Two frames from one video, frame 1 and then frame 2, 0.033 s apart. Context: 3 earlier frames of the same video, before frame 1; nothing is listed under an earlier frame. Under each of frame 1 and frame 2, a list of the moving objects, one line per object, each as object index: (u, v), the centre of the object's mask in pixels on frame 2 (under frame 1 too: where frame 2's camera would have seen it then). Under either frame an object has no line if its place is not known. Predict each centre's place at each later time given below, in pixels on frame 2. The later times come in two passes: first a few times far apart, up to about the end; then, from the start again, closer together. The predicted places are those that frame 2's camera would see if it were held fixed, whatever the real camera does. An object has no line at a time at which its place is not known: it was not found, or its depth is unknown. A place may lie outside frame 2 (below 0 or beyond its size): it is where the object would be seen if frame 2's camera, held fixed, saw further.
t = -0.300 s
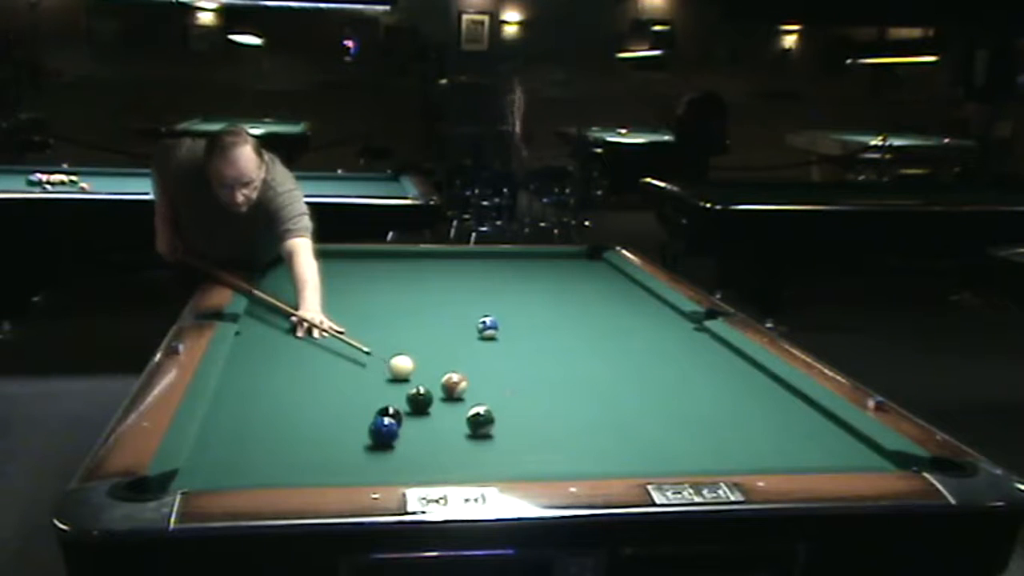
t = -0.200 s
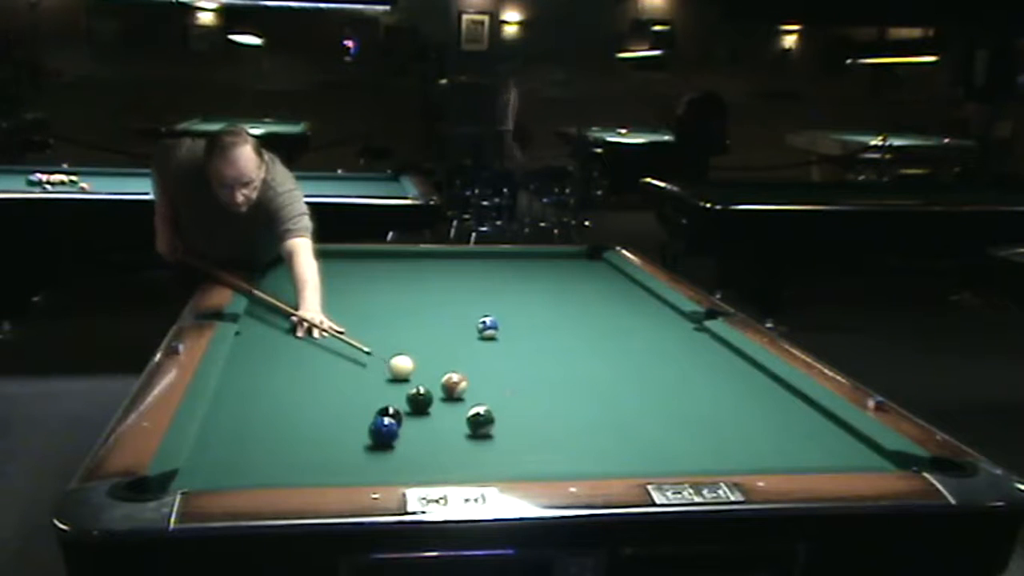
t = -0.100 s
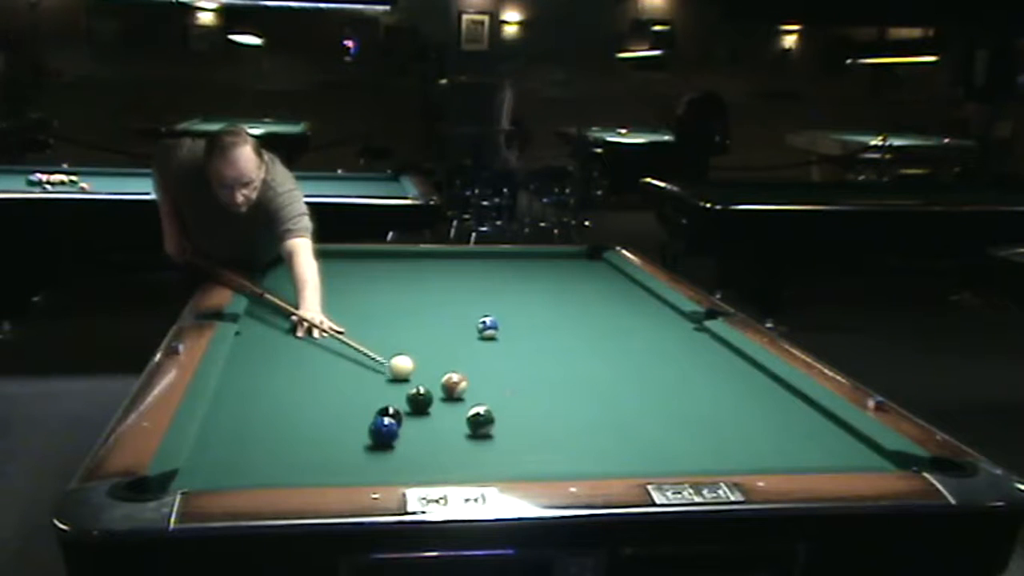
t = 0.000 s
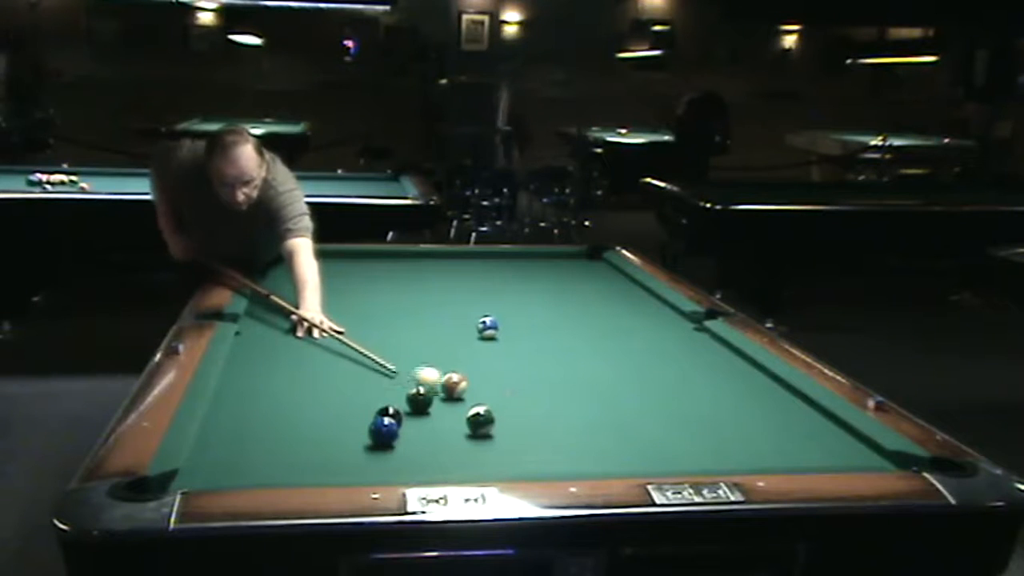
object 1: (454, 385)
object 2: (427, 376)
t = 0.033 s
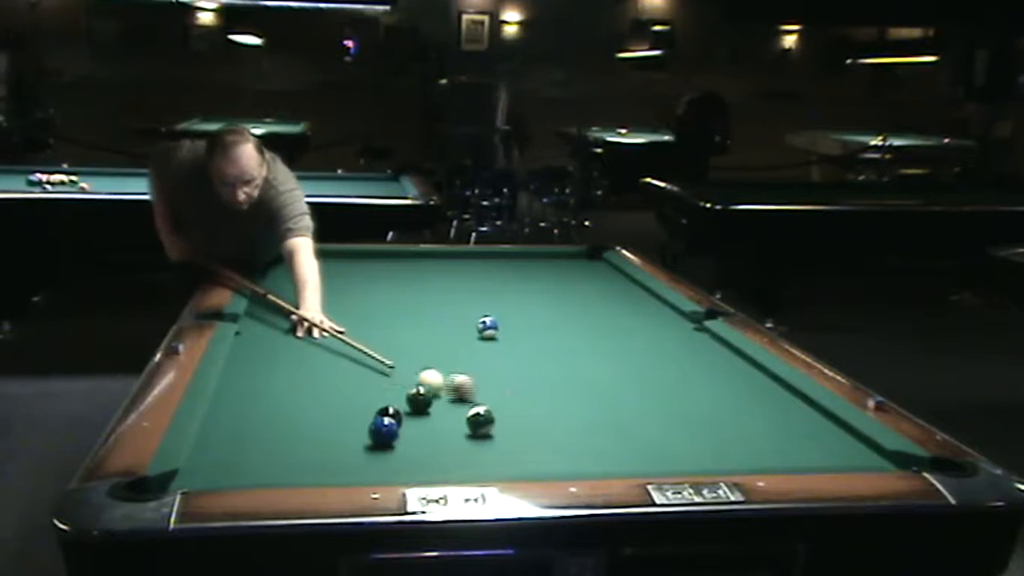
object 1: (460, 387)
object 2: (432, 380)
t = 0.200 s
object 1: (528, 399)
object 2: (407, 383)
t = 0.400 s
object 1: (603, 415)
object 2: (382, 387)
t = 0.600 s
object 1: (683, 431)
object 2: (356, 390)
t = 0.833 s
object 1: (782, 450)
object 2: (328, 392)
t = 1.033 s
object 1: (858, 457)
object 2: (306, 394)
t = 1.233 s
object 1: (867, 452)
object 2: (284, 396)
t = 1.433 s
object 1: (840, 454)
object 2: (264, 398)
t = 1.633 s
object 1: (813, 455)
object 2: (244, 400)
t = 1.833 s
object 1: (791, 454)
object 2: (226, 402)
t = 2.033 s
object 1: (766, 456)
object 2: (229, 403)
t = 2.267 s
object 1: (743, 456)
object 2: (237, 404)
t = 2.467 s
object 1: (722, 457)
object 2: (243, 404)
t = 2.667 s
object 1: (705, 457)
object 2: (246, 404)
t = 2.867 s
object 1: (688, 457)
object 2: (248, 404)
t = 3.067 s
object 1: (671, 458)
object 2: (248, 404)
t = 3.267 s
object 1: (658, 458)
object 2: (247, 405)
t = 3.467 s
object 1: (646, 458)
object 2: (247, 404)
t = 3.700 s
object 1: (634, 459)
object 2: (247, 405)
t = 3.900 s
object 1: (625, 460)
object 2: (247, 405)
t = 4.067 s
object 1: (619, 460)
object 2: (247, 405)
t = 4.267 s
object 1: (614, 461)
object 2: (247, 404)
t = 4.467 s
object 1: (611, 461)
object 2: (247, 405)
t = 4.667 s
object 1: (609, 461)
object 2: (247, 405)
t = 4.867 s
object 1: (609, 461)
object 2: (247, 404)
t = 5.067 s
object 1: (609, 461)
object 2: (247, 404)
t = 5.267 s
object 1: (609, 461)
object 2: (247, 405)
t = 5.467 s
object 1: (609, 461)
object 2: (247, 405)
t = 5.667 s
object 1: (609, 461)
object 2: (247, 405)
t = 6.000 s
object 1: (609, 461)
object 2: (247, 404)
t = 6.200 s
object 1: (609, 461)
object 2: (247, 404)
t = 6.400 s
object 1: (609, 462)
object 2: (247, 404)
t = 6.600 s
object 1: (609, 461)
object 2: (247, 404)
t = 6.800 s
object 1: (609, 461)
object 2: (247, 404)
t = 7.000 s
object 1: (609, 461)
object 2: (247, 404)
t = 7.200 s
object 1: (609, 461)
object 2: (247, 404)
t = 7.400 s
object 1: (609, 462)
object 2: (247, 404)
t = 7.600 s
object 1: (609, 462)
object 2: (247, 404)
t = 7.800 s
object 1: (609, 461)
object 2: (247, 404)
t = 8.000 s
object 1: (609, 462)
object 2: (247, 404)
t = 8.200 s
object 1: (609, 461)
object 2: (247, 404)
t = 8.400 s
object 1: (609, 461)
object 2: (247, 404)
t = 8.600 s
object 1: (609, 461)
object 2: (247, 404)
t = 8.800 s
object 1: (609, 461)
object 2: (247, 404)
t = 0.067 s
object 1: (474, 390)
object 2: (428, 380)
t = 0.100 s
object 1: (491, 392)
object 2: (423, 379)
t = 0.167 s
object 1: (516, 397)
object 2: (411, 381)
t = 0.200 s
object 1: (528, 399)
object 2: (407, 383)
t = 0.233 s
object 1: (540, 401)
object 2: (402, 385)
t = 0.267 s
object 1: (552, 404)
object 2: (399, 385)
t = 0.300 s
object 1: (565, 406)
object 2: (395, 386)
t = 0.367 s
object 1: (590, 413)
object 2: (386, 387)
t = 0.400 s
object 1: (603, 415)
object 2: (382, 387)
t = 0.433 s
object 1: (617, 417)
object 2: (378, 388)
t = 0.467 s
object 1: (629, 421)
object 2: (373, 388)
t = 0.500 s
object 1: (642, 423)
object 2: (369, 389)
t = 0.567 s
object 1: (669, 429)
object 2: (361, 390)
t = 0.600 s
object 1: (683, 431)
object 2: (356, 390)
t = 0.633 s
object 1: (698, 434)
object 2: (352, 390)
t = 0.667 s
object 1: (711, 437)
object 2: (348, 391)
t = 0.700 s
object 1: (725, 440)
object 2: (344, 391)
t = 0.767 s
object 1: (753, 446)
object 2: (336, 392)
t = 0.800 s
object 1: (767, 448)
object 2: (332, 392)
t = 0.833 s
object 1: (782, 450)
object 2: (328, 392)
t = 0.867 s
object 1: (797, 452)
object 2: (325, 393)
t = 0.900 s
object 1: (810, 454)
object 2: (321, 393)
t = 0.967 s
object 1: (844, 457)
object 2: (313, 394)
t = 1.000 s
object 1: (852, 459)
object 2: (310, 394)
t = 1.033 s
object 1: (858, 457)
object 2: (306, 394)
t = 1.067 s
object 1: (866, 456)
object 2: (302, 395)
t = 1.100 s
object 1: (872, 453)
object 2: (298, 395)
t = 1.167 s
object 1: (878, 452)
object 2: (291, 396)
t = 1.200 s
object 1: (872, 452)
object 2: (288, 396)
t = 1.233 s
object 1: (867, 452)
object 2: (284, 396)
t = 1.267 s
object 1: (862, 452)
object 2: (281, 397)
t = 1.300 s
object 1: (857, 453)
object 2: (277, 397)
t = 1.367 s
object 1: (847, 453)
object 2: (270, 398)
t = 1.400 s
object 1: (843, 454)
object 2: (267, 398)
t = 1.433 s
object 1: (840, 454)
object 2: (264, 398)
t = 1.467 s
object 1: (836, 454)
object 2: (260, 399)
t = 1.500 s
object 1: (832, 453)
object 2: (257, 399)
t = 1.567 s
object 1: (823, 454)
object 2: (251, 400)
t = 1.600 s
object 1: (817, 455)
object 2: (248, 400)
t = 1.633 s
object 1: (813, 455)
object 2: (244, 400)
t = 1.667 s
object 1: (809, 455)
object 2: (241, 401)
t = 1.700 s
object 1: (806, 455)
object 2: (238, 401)
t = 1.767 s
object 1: (799, 454)
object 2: (232, 402)
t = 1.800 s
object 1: (795, 455)
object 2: (229, 402)
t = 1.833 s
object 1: (791, 454)
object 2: (226, 402)
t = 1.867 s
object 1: (787, 454)
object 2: (223, 402)
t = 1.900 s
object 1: (783, 454)
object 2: (222, 403)
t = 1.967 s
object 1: (774, 455)
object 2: (225, 403)
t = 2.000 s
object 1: (770, 455)
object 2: (227, 403)
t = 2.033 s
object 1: (766, 456)
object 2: (229, 403)
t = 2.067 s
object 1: (762, 456)
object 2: (230, 403)
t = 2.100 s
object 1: (758, 456)
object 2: (232, 403)
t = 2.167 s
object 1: (753, 456)
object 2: (234, 403)
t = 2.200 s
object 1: (749, 456)
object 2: (235, 403)
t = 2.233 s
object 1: (747, 456)
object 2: (236, 404)
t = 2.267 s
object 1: (743, 456)
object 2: (237, 404)
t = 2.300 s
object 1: (739, 456)
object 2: (238, 403)
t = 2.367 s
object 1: (733, 456)
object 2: (240, 404)
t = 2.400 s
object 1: (729, 456)
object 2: (241, 404)
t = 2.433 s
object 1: (725, 457)
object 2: (242, 404)
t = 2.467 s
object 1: (722, 457)
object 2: (243, 404)
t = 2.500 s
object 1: (719, 457)
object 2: (244, 404)
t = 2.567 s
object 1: (713, 458)
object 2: (245, 404)
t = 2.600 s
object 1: (710, 458)
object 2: (246, 404)
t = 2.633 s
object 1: (707, 458)
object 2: (246, 404)
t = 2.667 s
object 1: (705, 457)
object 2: (246, 404)
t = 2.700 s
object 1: (702, 457)
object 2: (247, 404)
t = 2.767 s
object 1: (696, 457)
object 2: (248, 404)
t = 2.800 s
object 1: (693, 457)
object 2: (248, 404)
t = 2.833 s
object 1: (690, 457)
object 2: (248, 404)
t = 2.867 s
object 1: (688, 457)
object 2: (248, 404)
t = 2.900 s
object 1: (685, 457)
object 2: (248, 405)
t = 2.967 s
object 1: (679, 458)
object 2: (248, 405)
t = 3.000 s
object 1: (677, 458)
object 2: (248, 405)
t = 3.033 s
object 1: (674, 458)
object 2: (248, 405)
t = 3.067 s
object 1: (671, 458)
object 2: (248, 404)
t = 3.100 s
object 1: (669, 458)
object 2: (247, 405)
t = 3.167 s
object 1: (665, 458)
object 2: (247, 404)
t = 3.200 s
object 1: (663, 459)
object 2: (247, 404)
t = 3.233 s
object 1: (660, 459)
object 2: (247, 404)
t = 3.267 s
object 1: (658, 458)
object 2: (247, 405)
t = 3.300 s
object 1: (657, 458)
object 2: (247, 405)
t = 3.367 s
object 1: (653, 458)
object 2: (247, 404)
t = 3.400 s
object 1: (650, 458)
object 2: (247, 404)
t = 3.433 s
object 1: (649, 459)
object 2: (247, 405)
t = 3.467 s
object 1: (646, 458)
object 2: (247, 404)
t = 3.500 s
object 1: (645, 459)
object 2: (247, 405)
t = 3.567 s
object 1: (641, 459)
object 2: (247, 405)
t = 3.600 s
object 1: (640, 459)
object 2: (247, 405)
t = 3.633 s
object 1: (638, 459)
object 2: (247, 405)
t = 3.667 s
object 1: (636, 459)
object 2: (247, 405)
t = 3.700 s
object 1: (634, 459)
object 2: (247, 405)
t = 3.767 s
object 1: (631, 459)
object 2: (247, 405)
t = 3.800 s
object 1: (629, 459)
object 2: (247, 405)
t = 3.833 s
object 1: (628, 459)
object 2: (247, 405)
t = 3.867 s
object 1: (627, 459)
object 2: (247, 405)
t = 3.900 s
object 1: (625, 460)
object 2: (247, 405)
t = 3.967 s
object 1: (622, 460)
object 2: (247, 405)
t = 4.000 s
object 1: (622, 460)
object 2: (247, 405)
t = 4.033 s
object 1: (620, 460)
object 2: (247, 404)
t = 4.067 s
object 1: (619, 460)
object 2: (247, 405)
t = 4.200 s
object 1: (615, 461)
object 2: (247, 404)
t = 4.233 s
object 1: (615, 461)
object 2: (247, 404)
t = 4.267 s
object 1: (614, 461)
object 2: (247, 404)
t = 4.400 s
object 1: (611, 461)
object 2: (247, 405)
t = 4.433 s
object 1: (611, 461)
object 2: (247, 405)
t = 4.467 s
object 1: (611, 461)
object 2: (247, 405)
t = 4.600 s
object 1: (609, 461)
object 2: (247, 404)
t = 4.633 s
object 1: (609, 461)
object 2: (247, 405)
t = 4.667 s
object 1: (609, 461)
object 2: (247, 405)
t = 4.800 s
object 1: (609, 461)
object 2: (247, 404)
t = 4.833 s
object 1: (609, 461)
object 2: (247, 404)
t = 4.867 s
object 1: (609, 461)
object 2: (247, 404)
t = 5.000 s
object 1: (609, 461)
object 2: (247, 404)
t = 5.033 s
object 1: (609, 461)
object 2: (247, 405)
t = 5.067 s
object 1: (609, 461)
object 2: (247, 404)
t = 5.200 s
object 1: (609, 461)
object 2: (247, 405)
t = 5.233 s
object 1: (609, 461)
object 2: (247, 405)
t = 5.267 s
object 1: (609, 461)
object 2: (247, 405)
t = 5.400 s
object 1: (609, 461)
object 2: (247, 405)
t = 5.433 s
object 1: (609, 461)
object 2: (247, 405)
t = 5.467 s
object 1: (609, 461)
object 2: (247, 405)
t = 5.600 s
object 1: (609, 461)
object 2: (247, 405)
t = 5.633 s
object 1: (609, 461)
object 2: (247, 405)
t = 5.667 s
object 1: (609, 461)
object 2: (247, 405)
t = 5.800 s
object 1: (609, 461)
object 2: (247, 405)
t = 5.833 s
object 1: (609, 461)
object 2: (247, 405)
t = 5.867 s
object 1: (609, 461)
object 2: (247, 404)
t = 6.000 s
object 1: (609, 461)
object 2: (247, 404)
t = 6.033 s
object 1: (609, 461)
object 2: (247, 404)
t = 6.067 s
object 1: (609, 461)
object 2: (247, 404)
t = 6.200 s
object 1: (609, 461)
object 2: (247, 404)
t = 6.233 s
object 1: (609, 461)
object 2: (247, 404)
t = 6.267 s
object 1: (609, 461)
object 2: (247, 404)
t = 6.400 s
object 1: (609, 462)
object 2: (247, 404)
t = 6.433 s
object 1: (609, 461)
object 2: (247, 404)
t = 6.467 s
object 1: (609, 461)
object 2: (247, 404)
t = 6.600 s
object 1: (609, 461)
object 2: (247, 404)
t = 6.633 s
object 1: (609, 461)
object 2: (247, 404)
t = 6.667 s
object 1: (609, 461)
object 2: (247, 404)
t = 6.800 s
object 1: (609, 461)
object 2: (247, 404)
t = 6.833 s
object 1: (609, 461)
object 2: (247, 404)
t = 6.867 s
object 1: (609, 462)
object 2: (247, 404)
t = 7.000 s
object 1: (609, 461)
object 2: (247, 404)
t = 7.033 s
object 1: (609, 462)
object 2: (247, 404)
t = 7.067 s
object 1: (609, 461)
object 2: (247, 404)
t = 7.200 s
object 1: (609, 461)
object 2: (247, 404)
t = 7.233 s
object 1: (609, 461)
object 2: (247, 404)
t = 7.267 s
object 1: (609, 462)
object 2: (247, 404)
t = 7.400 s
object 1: (609, 462)
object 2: (247, 404)
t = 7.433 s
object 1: (609, 461)
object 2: (247, 404)
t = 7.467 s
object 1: (609, 462)
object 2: (247, 404)
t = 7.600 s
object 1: (609, 462)
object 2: (247, 404)
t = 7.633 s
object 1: (609, 462)
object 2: (247, 404)
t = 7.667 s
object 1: (609, 461)
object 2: (247, 404)
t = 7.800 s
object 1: (609, 461)
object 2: (247, 404)
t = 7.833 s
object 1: (609, 462)
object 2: (247, 404)
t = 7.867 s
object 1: (609, 461)
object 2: (247, 404)
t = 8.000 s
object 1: (609, 462)
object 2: (247, 404)
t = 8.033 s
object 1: (609, 461)
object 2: (247, 404)
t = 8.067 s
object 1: (609, 462)
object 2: (247, 404)
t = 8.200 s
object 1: (609, 461)
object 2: (247, 404)
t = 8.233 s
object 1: (609, 461)
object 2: (247, 404)
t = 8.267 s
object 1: (609, 461)
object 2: (247, 404)
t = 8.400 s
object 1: (609, 461)
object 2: (247, 404)
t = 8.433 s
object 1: (609, 461)
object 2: (247, 404)
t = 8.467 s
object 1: (609, 461)
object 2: (247, 404)
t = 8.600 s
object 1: (609, 461)
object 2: (247, 404)
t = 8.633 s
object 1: (609, 461)
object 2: (247, 404)
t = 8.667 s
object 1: (609, 461)
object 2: (247, 404)
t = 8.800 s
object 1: (609, 461)
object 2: (247, 404)
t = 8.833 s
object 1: (609, 461)
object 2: (247, 404)
